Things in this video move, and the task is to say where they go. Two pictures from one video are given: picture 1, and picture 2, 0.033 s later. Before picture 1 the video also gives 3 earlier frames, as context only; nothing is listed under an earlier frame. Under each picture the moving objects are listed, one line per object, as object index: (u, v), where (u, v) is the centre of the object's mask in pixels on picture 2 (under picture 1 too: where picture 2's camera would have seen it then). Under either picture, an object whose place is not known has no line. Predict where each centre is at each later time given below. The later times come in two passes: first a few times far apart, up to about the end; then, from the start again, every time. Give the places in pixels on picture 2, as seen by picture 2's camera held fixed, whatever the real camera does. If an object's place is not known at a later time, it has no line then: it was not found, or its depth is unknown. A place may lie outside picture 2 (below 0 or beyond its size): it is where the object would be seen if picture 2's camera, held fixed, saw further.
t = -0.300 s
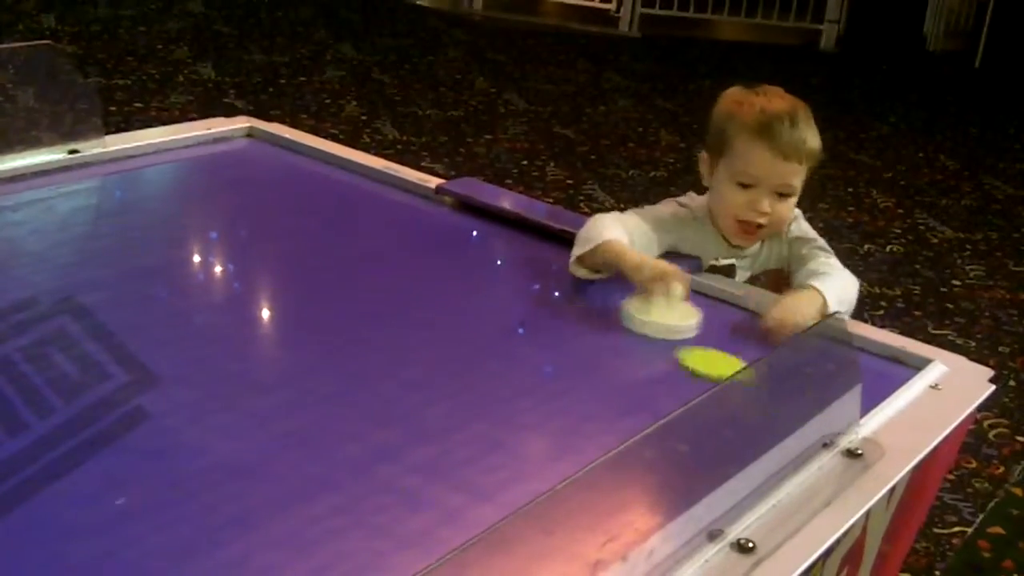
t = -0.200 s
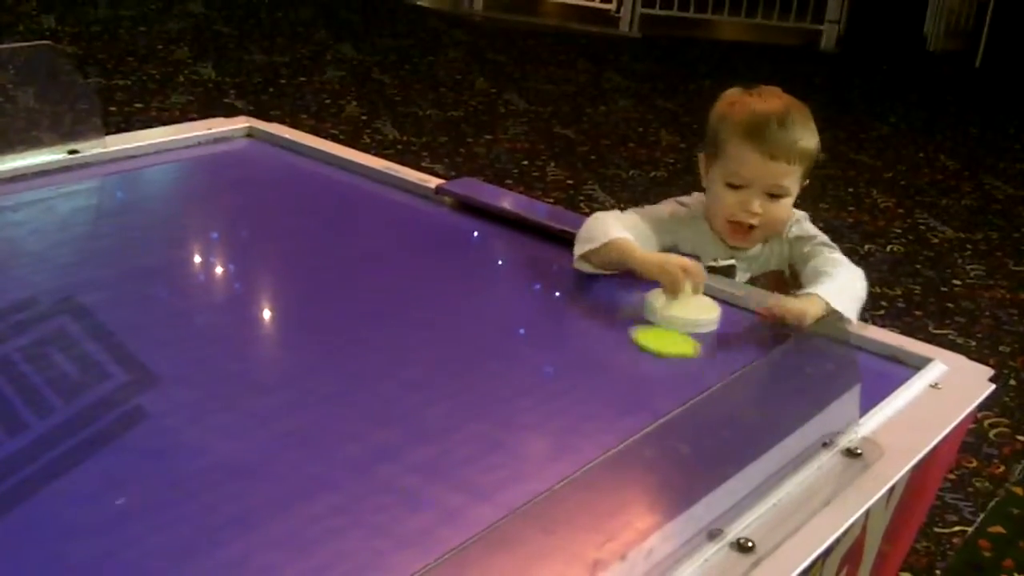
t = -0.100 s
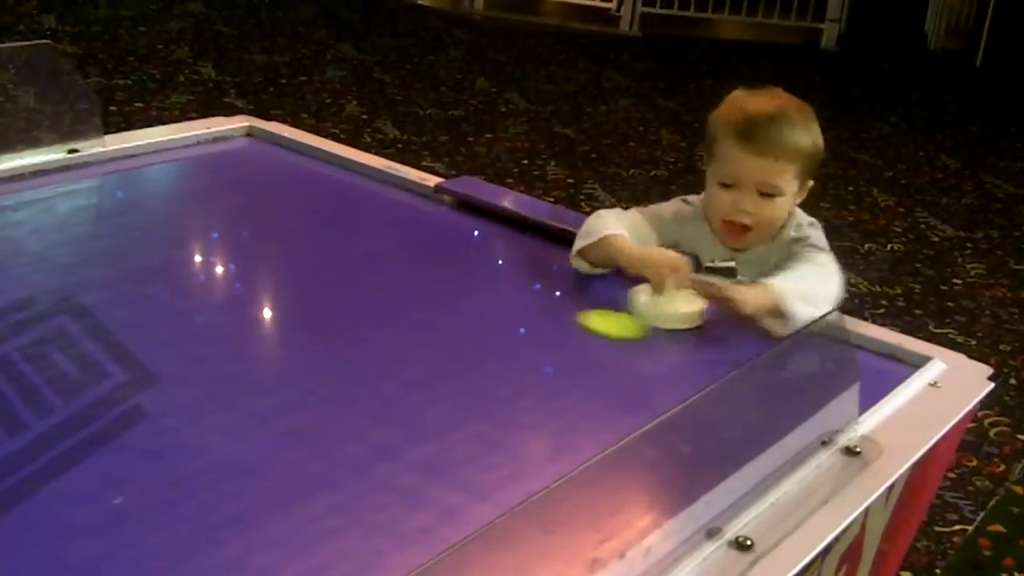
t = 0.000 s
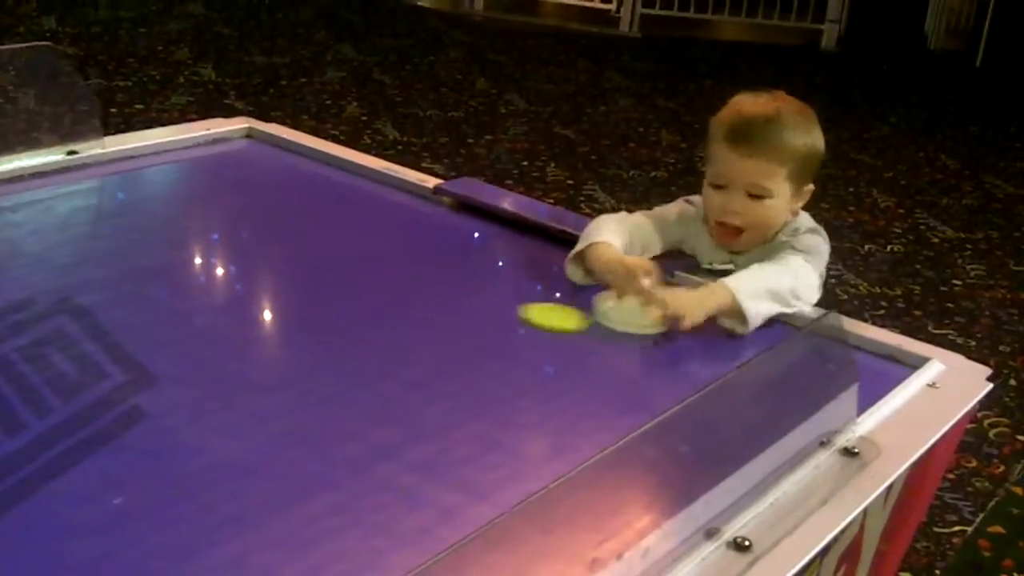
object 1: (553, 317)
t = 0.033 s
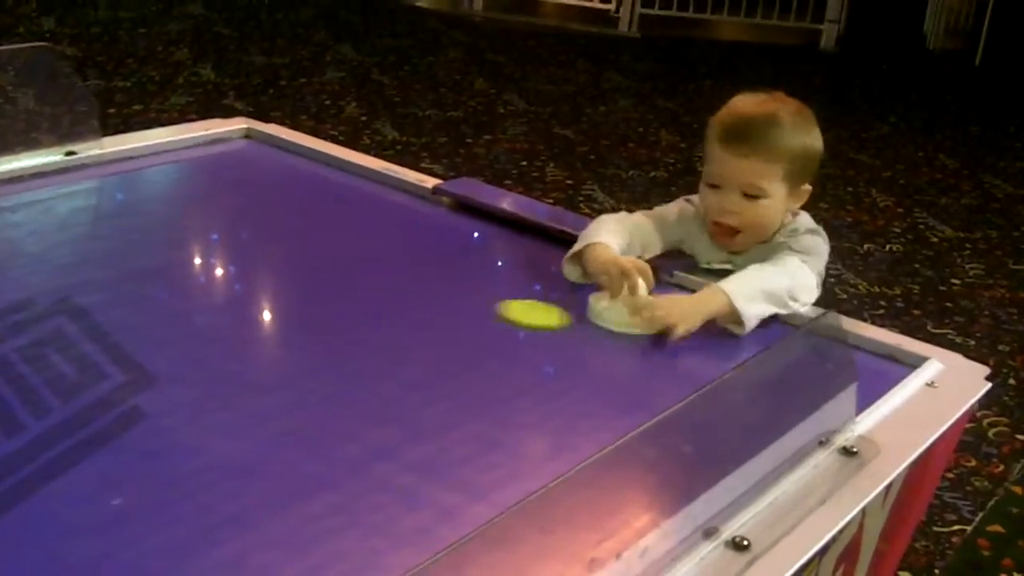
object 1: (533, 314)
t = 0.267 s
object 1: (400, 296)
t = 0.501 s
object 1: (267, 279)
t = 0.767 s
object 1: (118, 260)
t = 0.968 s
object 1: (21, 250)
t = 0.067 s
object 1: (513, 311)
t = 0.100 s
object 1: (495, 309)
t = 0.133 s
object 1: (476, 306)
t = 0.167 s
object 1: (457, 303)
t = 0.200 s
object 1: (439, 301)
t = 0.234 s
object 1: (418, 299)
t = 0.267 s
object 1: (400, 296)
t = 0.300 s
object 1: (380, 293)
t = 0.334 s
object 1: (360, 291)
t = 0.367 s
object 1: (341, 288)
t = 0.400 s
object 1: (322, 286)
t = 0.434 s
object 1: (304, 283)
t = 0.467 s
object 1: (285, 281)
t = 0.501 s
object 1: (267, 279)
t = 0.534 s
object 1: (249, 277)
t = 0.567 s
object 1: (230, 274)
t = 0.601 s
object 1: (210, 272)
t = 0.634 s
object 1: (190, 269)
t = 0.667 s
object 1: (173, 268)
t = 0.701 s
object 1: (154, 265)
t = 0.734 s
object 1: (135, 262)
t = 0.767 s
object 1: (118, 260)
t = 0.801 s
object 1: (100, 258)
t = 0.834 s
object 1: (82, 256)
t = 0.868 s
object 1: (65, 255)
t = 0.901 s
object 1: (45, 253)
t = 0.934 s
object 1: (31, 251)
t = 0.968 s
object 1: (21, 250)
